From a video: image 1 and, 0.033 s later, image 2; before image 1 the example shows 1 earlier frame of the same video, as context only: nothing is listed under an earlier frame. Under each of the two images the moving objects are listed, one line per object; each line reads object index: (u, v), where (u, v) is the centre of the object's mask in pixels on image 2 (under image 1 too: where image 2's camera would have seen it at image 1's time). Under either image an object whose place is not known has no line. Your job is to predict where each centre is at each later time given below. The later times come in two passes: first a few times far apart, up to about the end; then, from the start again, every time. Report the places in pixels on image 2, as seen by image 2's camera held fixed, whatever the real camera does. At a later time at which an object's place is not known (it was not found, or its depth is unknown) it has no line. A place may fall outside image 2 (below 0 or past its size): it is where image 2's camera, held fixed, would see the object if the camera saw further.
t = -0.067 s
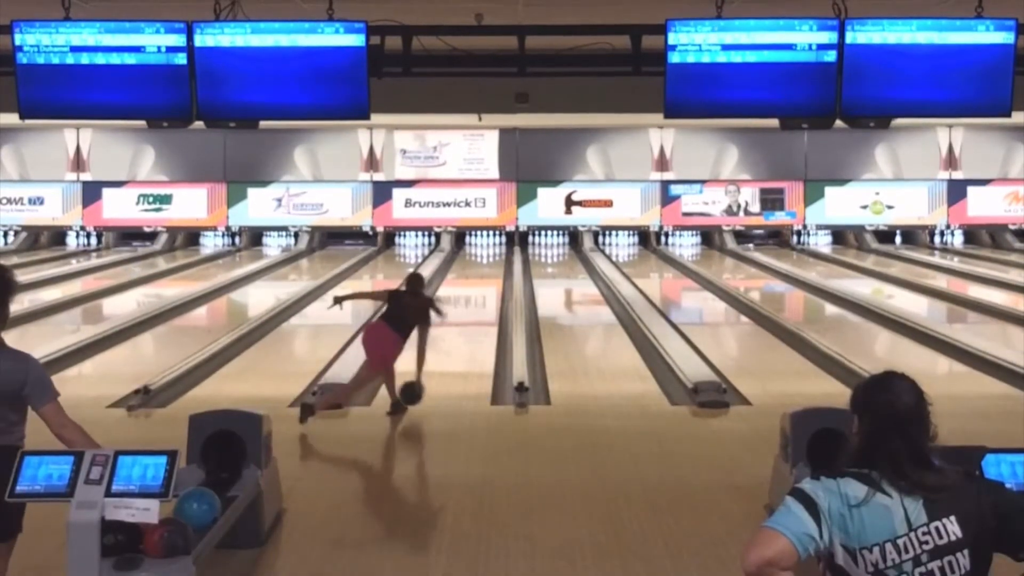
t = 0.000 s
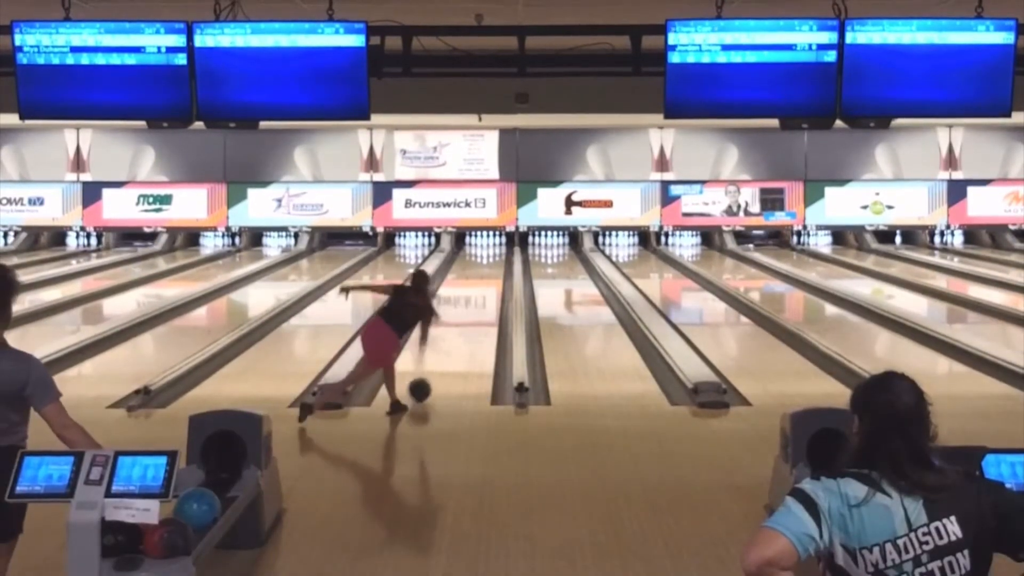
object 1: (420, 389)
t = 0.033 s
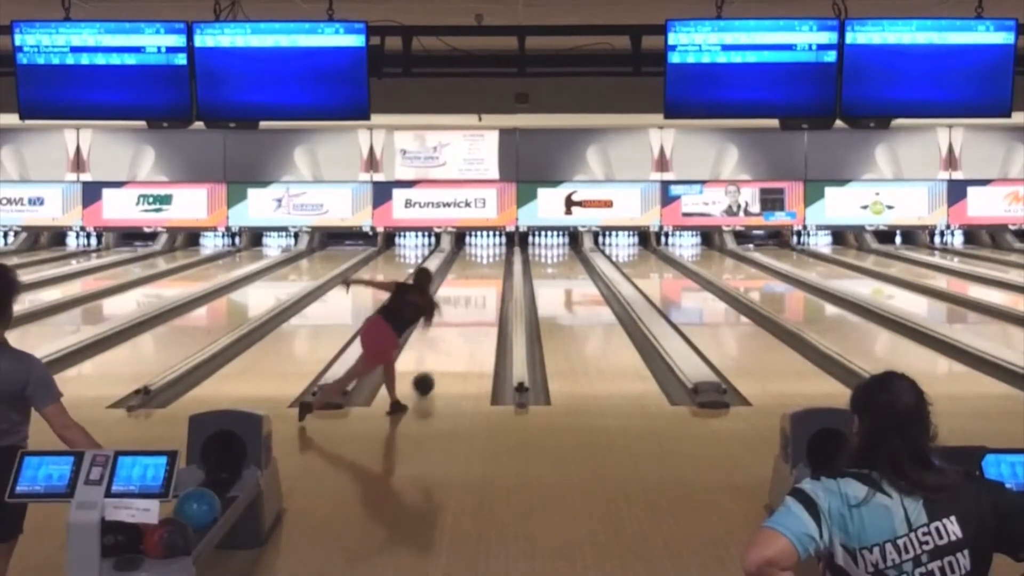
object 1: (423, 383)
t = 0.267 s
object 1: (445, 349)
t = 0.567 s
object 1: (464, 318)
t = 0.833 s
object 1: (475, 298)
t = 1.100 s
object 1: (484, 283)
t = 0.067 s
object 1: (427, 378)
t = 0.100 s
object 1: (430, 373)
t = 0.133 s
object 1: (433, 367)
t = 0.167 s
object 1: (437, 362)
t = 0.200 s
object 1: (439, 357)
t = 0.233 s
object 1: (442, 353)
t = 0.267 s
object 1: (445, 349)
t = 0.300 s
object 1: (447, 345)
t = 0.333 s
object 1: (449, 341)
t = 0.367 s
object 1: (452, 337)
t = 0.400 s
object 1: (454, 333)
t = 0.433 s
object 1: (456, 330)
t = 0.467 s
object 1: (458, 327)
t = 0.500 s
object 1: (460, 323)
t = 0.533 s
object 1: (462, 320)
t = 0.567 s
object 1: (464, 318)
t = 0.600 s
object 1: (465, 315)
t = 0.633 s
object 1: (467, 313)
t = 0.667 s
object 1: (468, 310)
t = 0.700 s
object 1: (470, 308)
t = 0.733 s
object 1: (471, 305)
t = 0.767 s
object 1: (472, 303)
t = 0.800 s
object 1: (473, 301)
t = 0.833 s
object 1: (475, 298)
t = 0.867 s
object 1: (476, 297)
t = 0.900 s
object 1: (478, 294)
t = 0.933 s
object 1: (479, 292)
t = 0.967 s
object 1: (480, 290)
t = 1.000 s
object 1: (481, 288)
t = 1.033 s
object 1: (482, 287)
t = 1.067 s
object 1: (483, 285)
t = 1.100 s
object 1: (484, 283)
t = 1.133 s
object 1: (485, 282)
